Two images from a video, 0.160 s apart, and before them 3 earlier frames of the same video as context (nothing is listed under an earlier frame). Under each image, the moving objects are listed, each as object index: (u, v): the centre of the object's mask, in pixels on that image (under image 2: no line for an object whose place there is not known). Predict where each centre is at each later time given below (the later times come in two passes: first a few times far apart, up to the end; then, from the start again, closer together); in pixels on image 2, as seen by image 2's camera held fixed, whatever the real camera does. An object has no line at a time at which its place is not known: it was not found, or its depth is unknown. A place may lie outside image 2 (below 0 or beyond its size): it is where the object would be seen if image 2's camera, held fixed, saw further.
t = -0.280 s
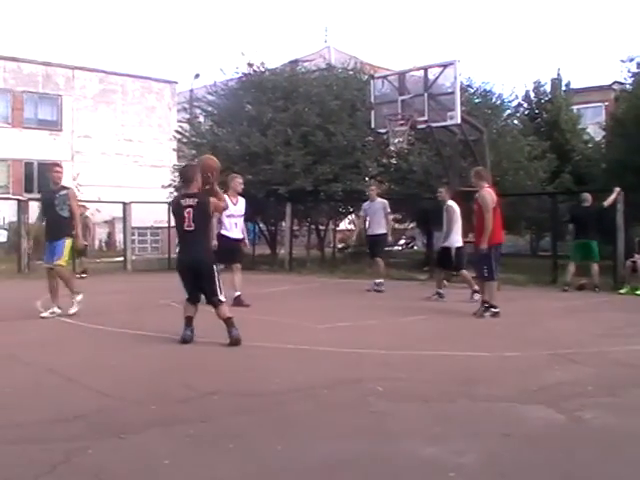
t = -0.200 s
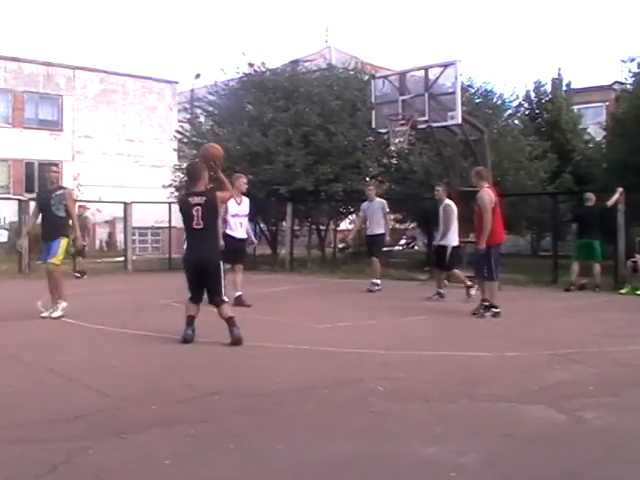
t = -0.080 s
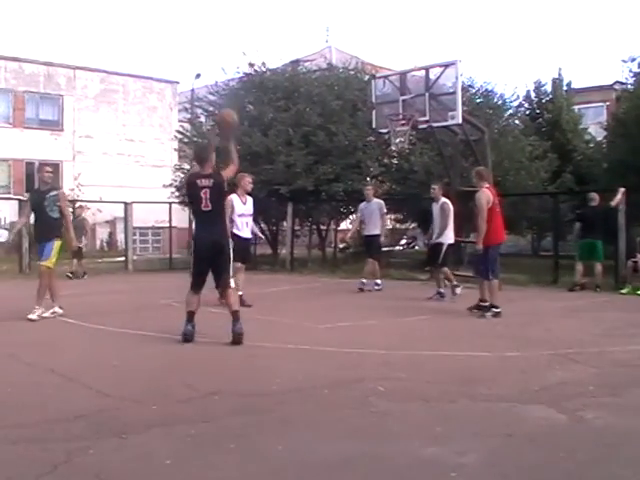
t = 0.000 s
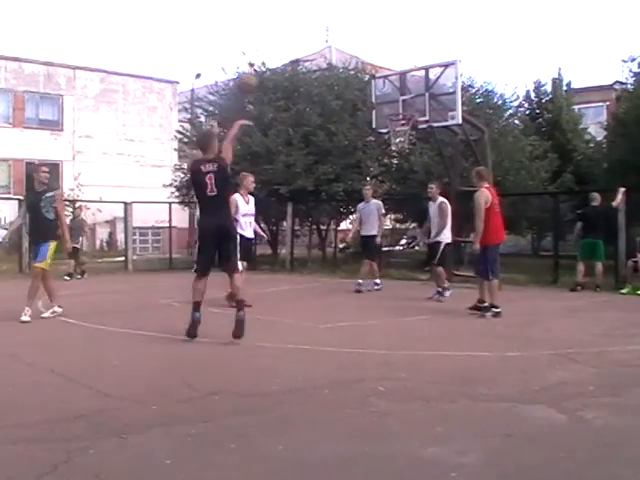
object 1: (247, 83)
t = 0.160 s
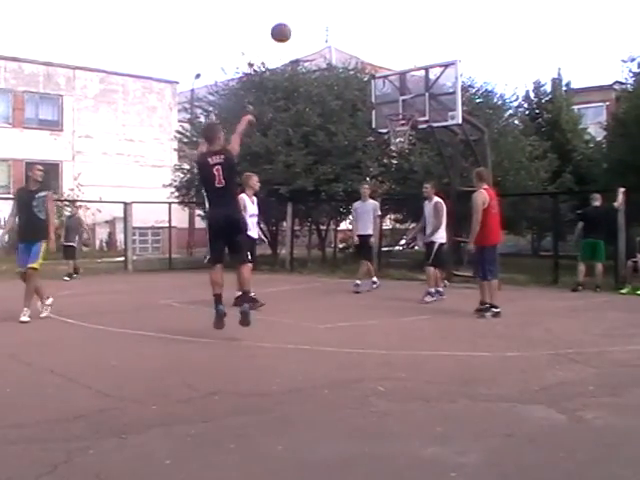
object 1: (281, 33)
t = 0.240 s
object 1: (296, 19)
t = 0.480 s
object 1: (336, 9)
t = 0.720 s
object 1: (368, 37)
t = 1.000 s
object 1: (398, 107)
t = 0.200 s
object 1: (289, 25)
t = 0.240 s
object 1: (296, 19)
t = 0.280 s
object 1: (304, 14)
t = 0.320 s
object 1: (311, 10)
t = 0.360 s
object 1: (317, 8)
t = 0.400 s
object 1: (324, 8)
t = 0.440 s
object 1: (330, 8)
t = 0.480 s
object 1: (336, 9)
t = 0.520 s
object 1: (342, 12)
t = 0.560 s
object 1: (347, 15)
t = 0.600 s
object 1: (353, 19)
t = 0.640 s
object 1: (358, 24)
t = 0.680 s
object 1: (363, 31)
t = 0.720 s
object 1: (368, 37)
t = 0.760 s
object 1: (372, 45)
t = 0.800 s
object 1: (377, 53)
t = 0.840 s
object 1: (381, 63)
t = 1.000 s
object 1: (398, 107)
